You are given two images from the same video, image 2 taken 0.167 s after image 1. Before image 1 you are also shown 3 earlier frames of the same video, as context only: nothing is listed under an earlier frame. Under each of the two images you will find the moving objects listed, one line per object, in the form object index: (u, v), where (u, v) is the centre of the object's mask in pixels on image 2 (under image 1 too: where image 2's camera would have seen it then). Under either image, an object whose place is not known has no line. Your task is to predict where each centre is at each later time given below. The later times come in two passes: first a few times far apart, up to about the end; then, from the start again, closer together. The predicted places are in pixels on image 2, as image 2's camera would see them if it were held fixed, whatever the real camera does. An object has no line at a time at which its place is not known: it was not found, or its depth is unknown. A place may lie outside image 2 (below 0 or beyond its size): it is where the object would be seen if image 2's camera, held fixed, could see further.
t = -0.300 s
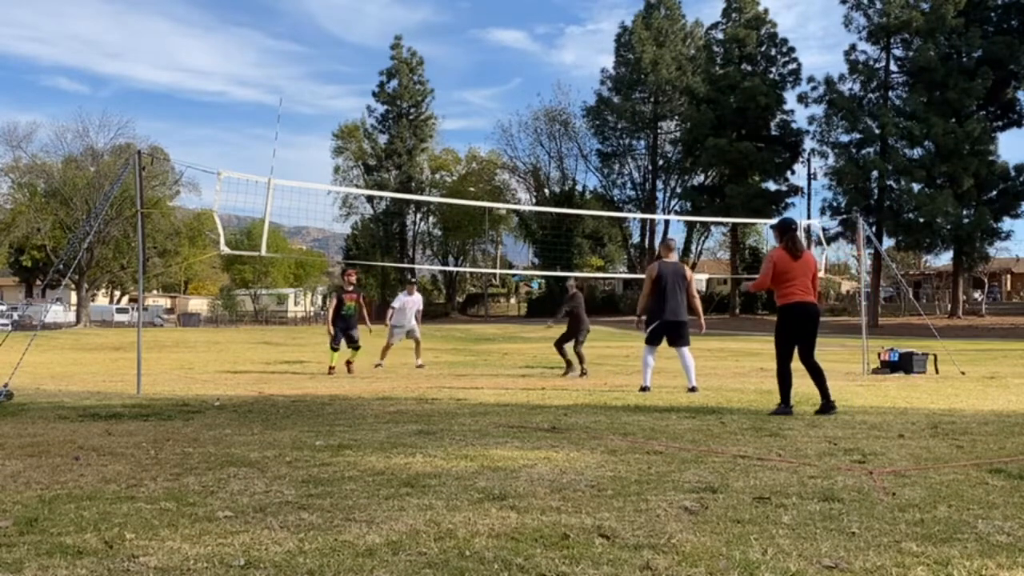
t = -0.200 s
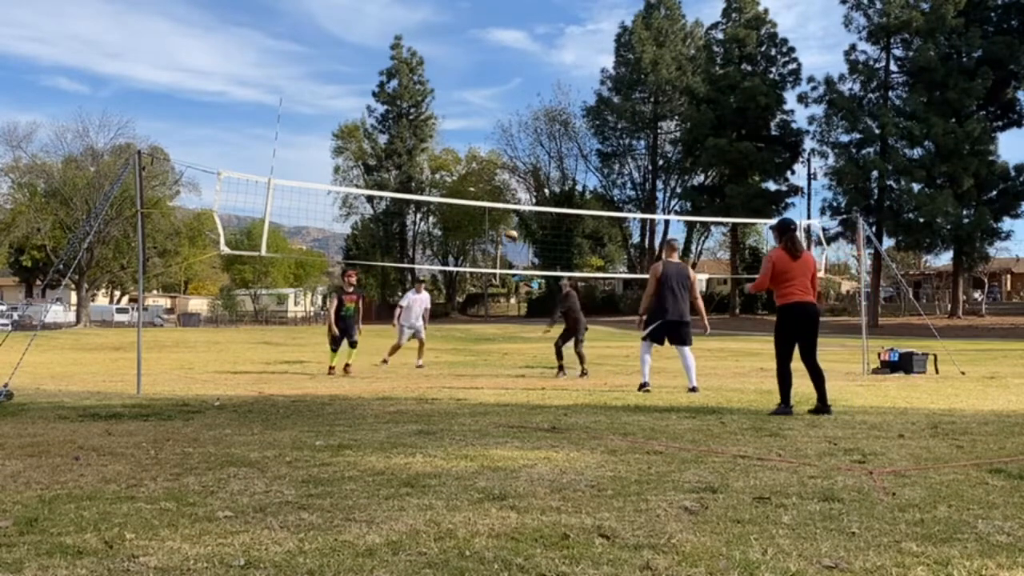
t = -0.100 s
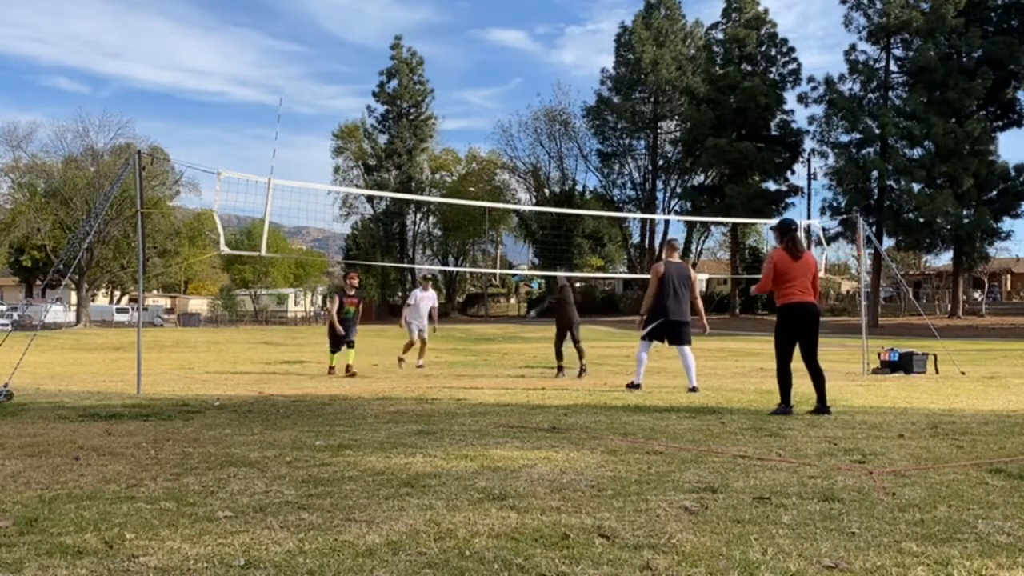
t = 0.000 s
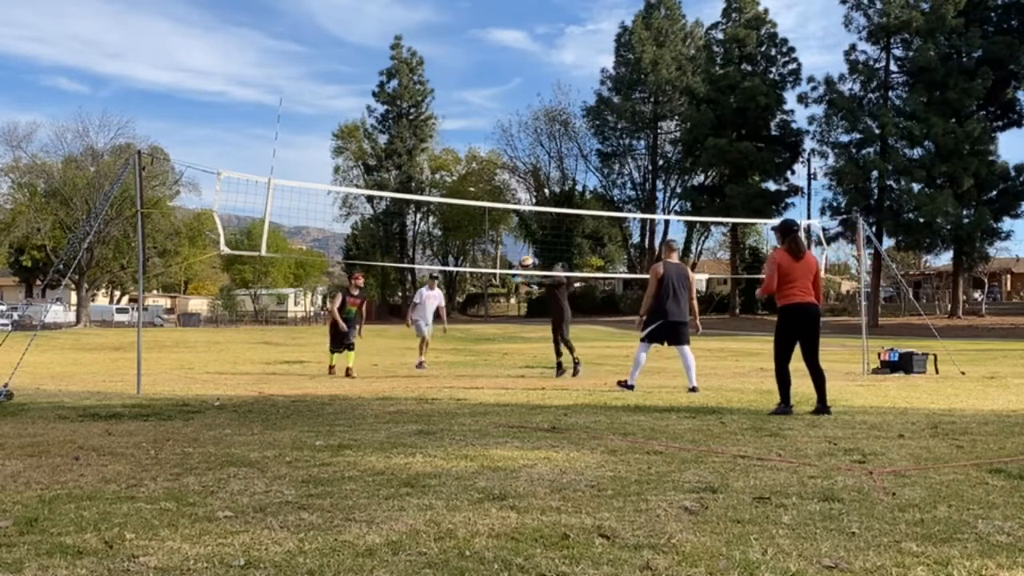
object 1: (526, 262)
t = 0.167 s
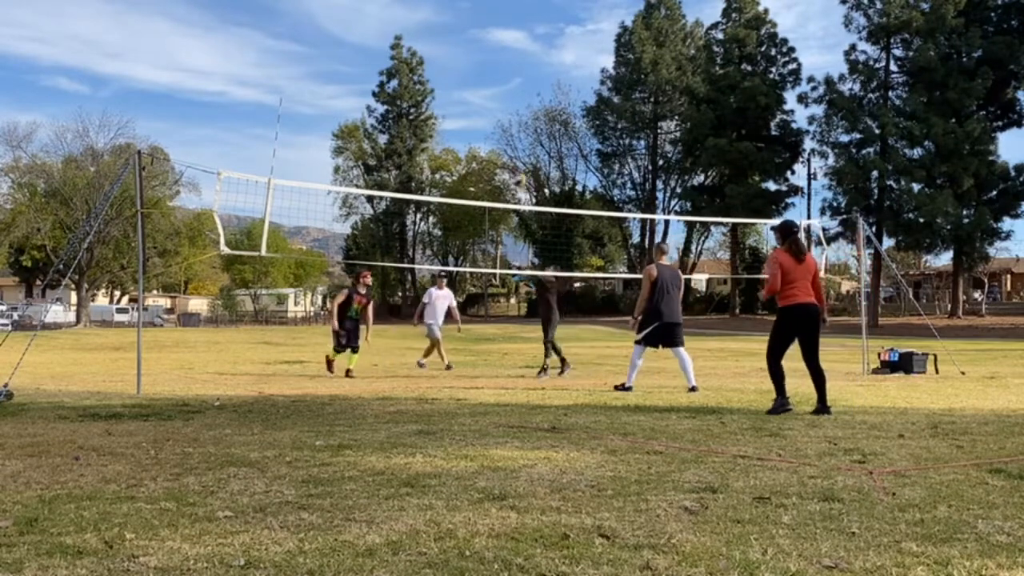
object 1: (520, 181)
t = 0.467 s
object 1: (506, 80)
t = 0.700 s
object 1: (496, 44)
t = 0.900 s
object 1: (488, 42)
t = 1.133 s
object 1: (478, 73)
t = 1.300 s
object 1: (470, 119)
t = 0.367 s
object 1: (511, 107)
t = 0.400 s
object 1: (509, 96)
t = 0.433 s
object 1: (507, 89)
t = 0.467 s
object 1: (506, 80)
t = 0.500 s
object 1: (505, 73)
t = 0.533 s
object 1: (503, 66)
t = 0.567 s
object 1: (502, 60)
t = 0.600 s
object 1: (501, 55)
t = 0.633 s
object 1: (500, 51)
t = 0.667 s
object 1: (498, 47)
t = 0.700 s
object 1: (496, 44)
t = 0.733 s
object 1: (495, 42)
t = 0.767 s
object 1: (494, 40)
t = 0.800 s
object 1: (493, 39)
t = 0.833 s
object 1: (492, 40)
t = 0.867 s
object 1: (490, 40)
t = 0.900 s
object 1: (488, 42)
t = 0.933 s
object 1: (486, 44)
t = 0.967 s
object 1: (485, 47)
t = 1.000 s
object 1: (484, 51)
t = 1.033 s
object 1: (482, 56)
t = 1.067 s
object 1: (480, 61)
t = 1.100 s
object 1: (479, 67)
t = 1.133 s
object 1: (478, 73)
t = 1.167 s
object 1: (476, 81)
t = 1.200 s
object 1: (475, 89)
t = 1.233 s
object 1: (473, 98)
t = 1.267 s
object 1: (472, 109)
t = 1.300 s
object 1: (470, 119)
